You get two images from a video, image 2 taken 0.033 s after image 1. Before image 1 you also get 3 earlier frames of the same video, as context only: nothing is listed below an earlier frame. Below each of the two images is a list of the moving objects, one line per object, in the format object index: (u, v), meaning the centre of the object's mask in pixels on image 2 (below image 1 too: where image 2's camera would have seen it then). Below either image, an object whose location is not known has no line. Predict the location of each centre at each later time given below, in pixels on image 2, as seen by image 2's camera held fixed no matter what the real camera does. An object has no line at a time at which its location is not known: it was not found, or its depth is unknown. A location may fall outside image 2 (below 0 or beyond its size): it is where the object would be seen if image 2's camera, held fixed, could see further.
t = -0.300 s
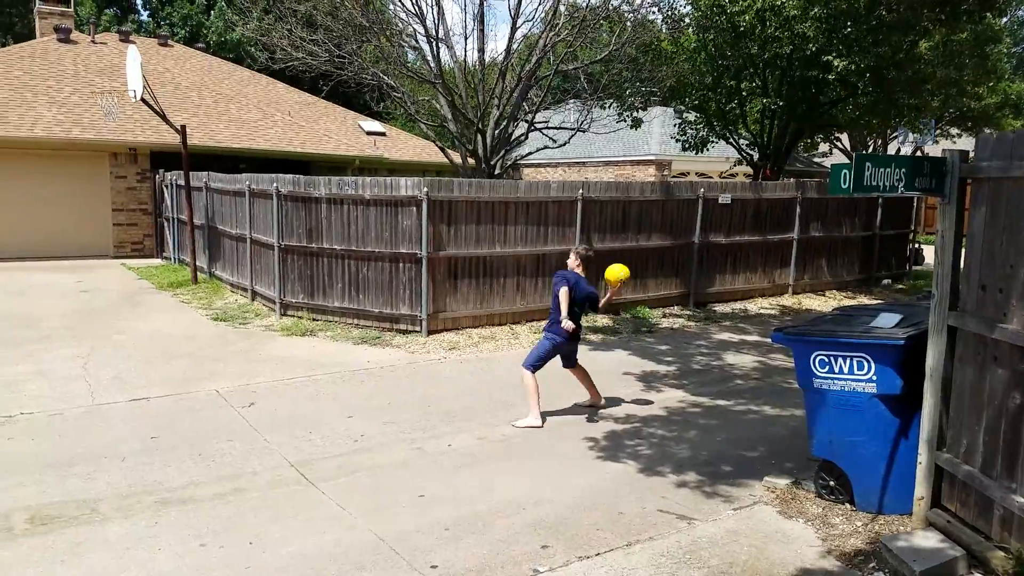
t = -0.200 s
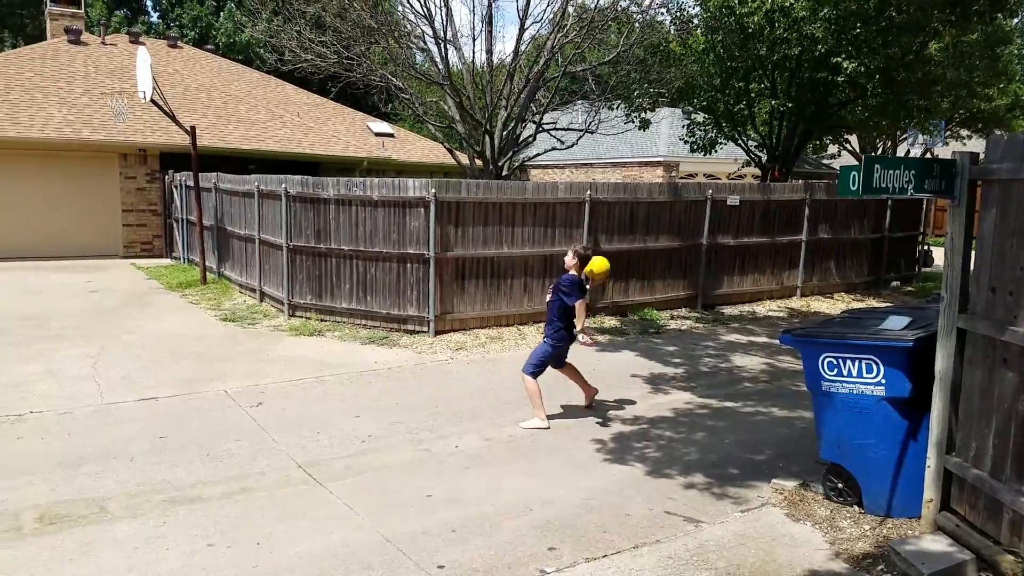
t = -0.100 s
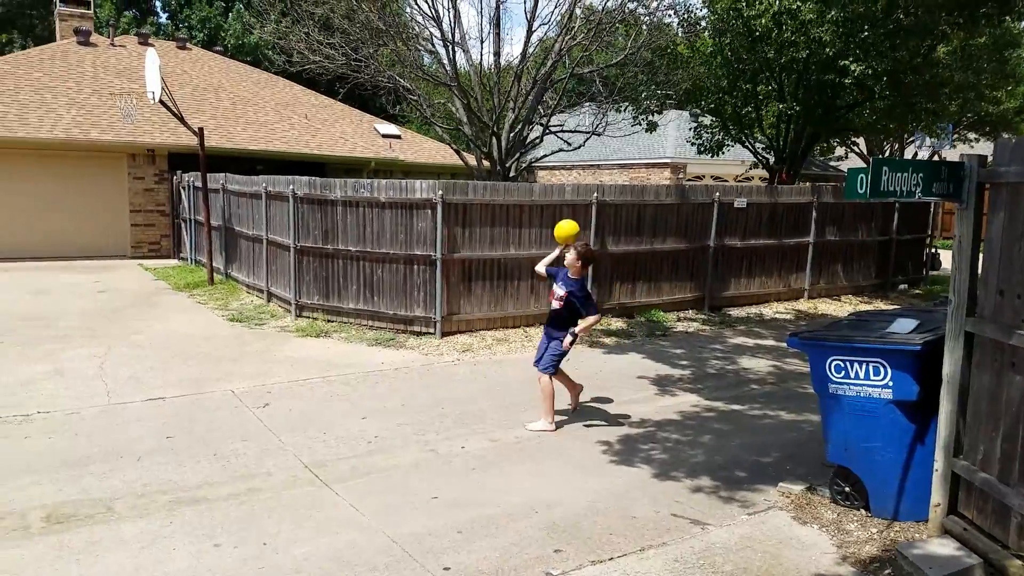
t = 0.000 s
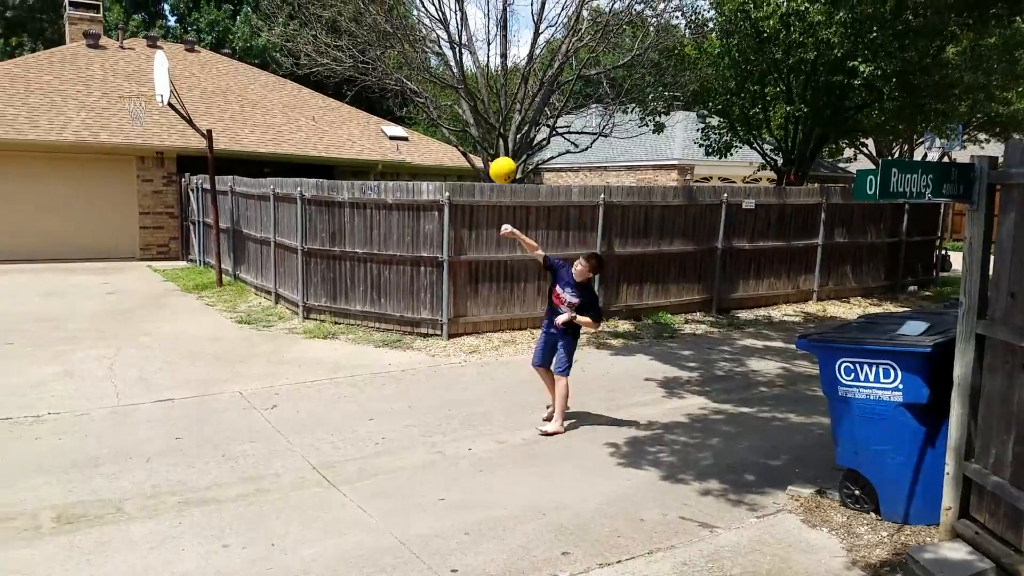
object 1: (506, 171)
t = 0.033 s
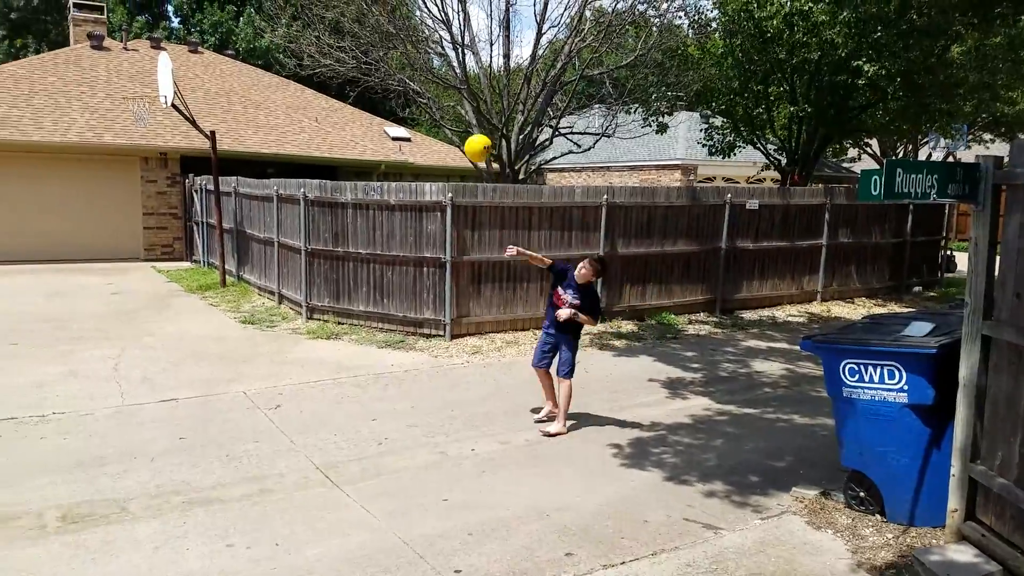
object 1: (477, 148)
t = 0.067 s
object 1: (446, 127)
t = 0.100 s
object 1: (413, 104)
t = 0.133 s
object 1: (377, 82)
